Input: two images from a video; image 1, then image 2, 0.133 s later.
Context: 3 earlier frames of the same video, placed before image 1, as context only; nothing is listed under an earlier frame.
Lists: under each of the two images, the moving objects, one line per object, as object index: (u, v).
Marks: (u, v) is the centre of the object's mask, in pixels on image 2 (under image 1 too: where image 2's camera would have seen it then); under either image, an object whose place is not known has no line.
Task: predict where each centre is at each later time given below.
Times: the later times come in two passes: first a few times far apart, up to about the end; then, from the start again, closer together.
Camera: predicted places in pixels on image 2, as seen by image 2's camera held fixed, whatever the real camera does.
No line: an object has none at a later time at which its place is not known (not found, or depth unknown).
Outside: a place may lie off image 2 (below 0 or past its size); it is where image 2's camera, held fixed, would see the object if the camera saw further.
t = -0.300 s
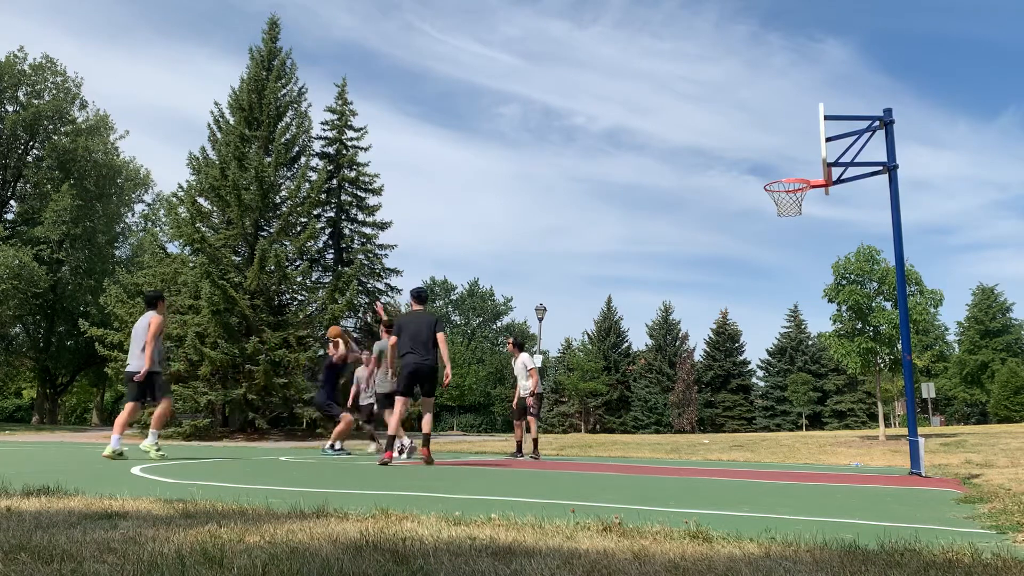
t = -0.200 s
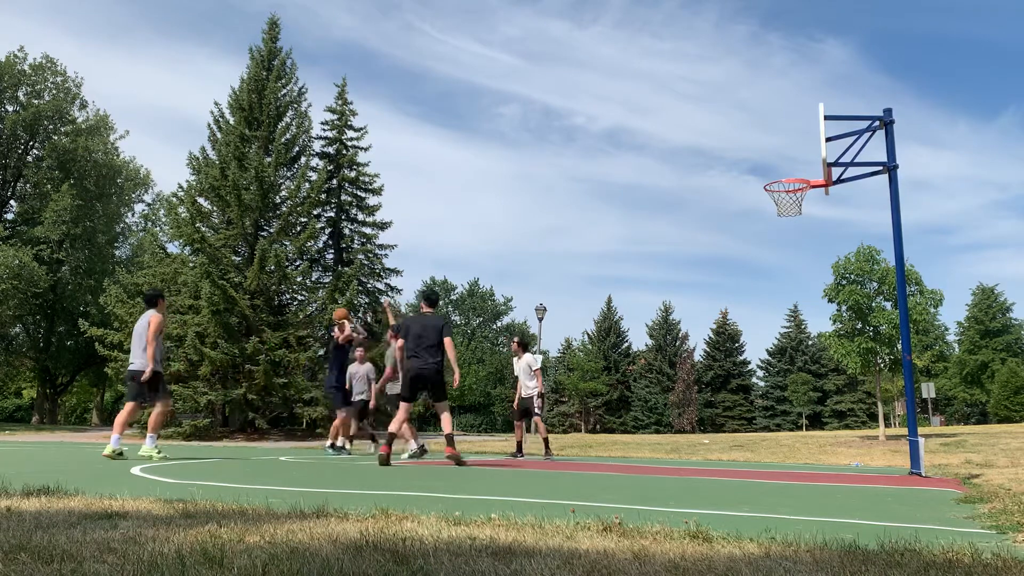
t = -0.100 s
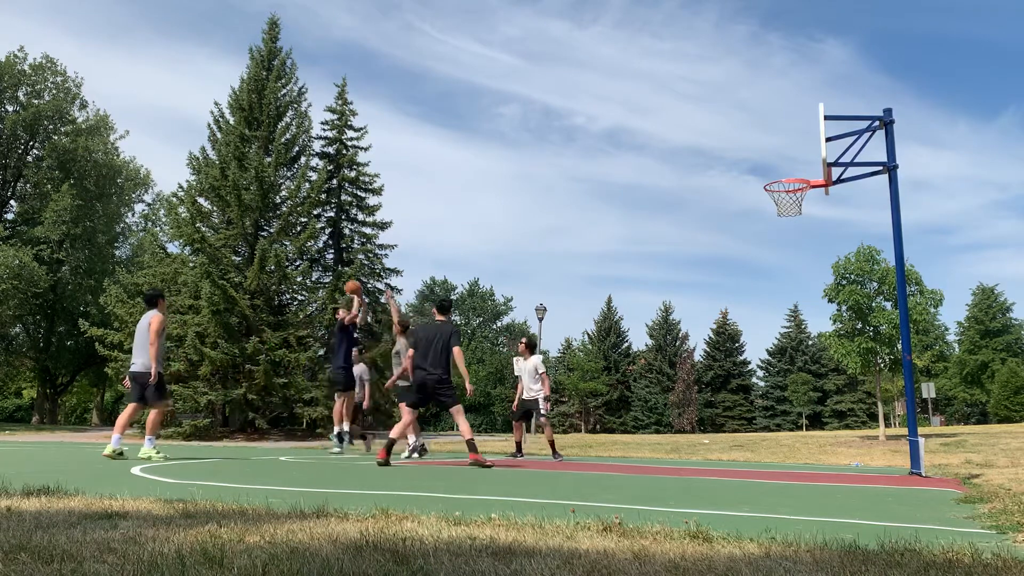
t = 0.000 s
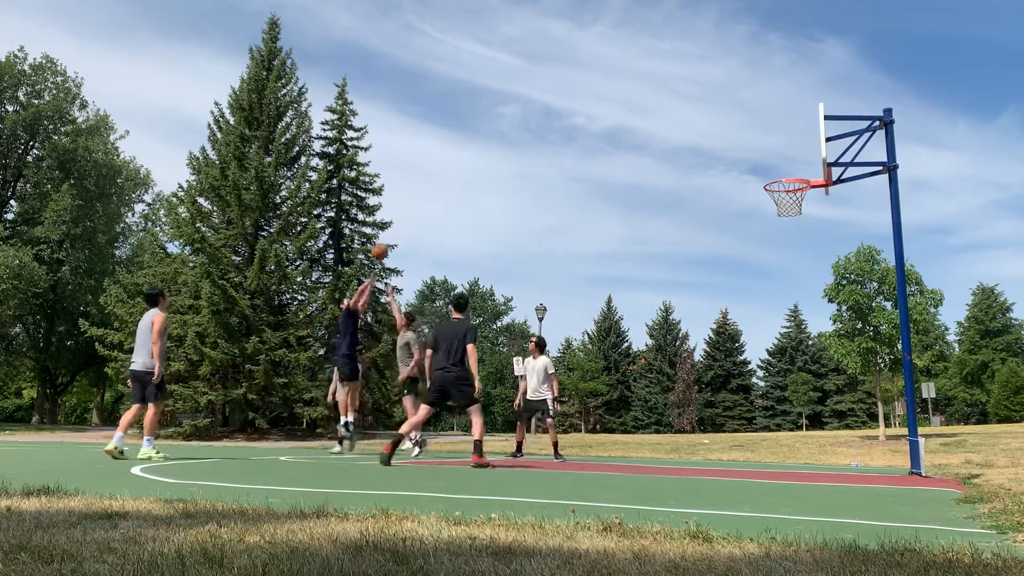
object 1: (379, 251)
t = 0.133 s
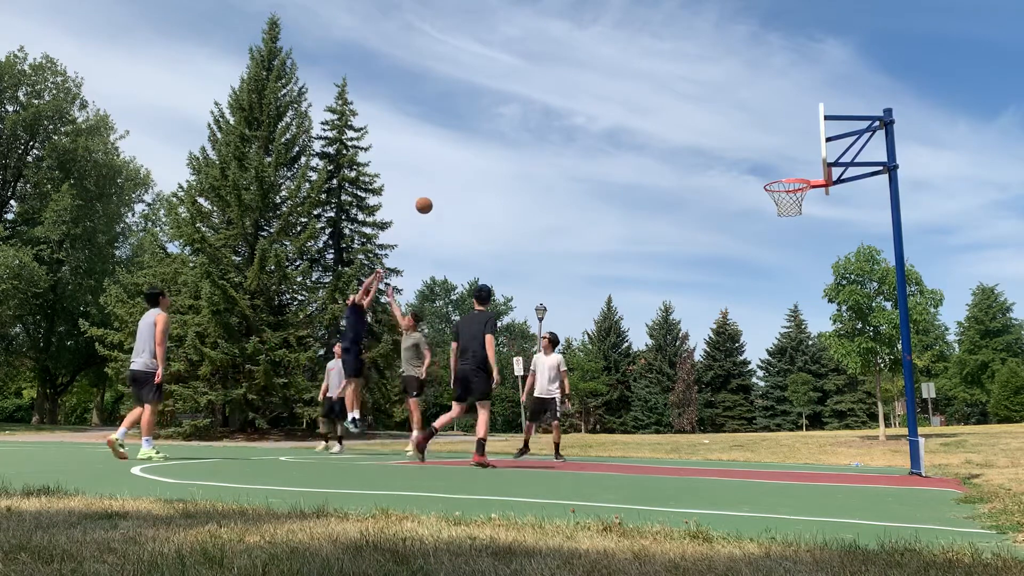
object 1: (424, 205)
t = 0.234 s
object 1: (458, 177)
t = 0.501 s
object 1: (555, 132)
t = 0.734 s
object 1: (648, 131)
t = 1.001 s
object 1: (763, 178)
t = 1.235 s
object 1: (774, 143)
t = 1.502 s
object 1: (787, 160)
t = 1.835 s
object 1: (785, 221)
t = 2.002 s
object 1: (778, 254)
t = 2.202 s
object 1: (769, 327)
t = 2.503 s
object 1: (757, 433)
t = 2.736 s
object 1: (744, 338)
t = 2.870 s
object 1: (737, 309)
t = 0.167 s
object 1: (435, 195)
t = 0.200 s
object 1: (446, 186)
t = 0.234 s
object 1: (458, 177)
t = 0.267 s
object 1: (470, 169)
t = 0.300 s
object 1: (481, 162)
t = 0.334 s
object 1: (493, 155)
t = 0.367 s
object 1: (505, 149)
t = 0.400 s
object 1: (517, 144)
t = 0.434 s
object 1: (530, 139)
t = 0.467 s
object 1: (542, 135)
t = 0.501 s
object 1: (555, 132)
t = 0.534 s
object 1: (567, 130)
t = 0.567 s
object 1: (580, 128)
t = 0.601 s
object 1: (593, 127)
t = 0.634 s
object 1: (607, 127)
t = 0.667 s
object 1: (620, 127)
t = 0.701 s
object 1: (634, 129)
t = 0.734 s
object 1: (648, 131)
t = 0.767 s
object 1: (662, 134)
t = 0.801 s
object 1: (677, 139)
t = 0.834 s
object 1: (691, 144)
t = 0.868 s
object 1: (706, 150)
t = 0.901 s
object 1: (722, 158)
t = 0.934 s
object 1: (738, 166)
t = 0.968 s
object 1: (754, 175)
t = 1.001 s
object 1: (763, 178)
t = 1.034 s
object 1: (765, 171)
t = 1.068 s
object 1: (767, 164)
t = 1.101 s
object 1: (768, 158)
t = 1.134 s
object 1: (769, 153)
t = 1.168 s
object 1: (771, 149)
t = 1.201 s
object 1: (773, 146)
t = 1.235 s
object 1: (774, 143)
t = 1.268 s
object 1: (776, 142)
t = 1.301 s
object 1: (777, 142)
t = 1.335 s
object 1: (779, 143)
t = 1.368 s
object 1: (780, 144)
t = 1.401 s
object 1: (782, 147)
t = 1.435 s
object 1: (783, 150)
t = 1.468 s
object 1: (785, 155)
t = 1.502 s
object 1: (787, 160)
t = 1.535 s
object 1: (788, 167)
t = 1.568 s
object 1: (790, 171)
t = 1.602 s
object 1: (791, 184)
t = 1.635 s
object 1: (794, 191)
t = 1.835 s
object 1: (785, 221)
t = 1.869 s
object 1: (784, 225)
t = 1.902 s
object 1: (782, 230)
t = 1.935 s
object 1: (781, 237)
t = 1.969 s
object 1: (779, 245)
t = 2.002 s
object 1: (778, 254)
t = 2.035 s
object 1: (776, 264)
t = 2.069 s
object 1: (774, 274)
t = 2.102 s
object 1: (773, 286)
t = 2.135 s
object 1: (772, 299)
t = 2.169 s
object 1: (770, 312)
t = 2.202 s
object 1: (769, 327)
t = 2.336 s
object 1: (764, 396)
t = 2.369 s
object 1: (763, 416)
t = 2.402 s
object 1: (762, 437)
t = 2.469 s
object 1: (759, 452)
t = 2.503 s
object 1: (757, 433)
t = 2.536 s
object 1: (755, 415)
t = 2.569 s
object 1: (753, 399)
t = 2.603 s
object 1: (751, 386)
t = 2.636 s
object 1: (749, 372)
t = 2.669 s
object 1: (747, 360)
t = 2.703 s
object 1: (745, 349)
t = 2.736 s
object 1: (744, 338)
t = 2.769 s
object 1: (742, 330)
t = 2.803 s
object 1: (740, 322)
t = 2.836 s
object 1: (739, 315)
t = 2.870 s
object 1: (737, 309)
